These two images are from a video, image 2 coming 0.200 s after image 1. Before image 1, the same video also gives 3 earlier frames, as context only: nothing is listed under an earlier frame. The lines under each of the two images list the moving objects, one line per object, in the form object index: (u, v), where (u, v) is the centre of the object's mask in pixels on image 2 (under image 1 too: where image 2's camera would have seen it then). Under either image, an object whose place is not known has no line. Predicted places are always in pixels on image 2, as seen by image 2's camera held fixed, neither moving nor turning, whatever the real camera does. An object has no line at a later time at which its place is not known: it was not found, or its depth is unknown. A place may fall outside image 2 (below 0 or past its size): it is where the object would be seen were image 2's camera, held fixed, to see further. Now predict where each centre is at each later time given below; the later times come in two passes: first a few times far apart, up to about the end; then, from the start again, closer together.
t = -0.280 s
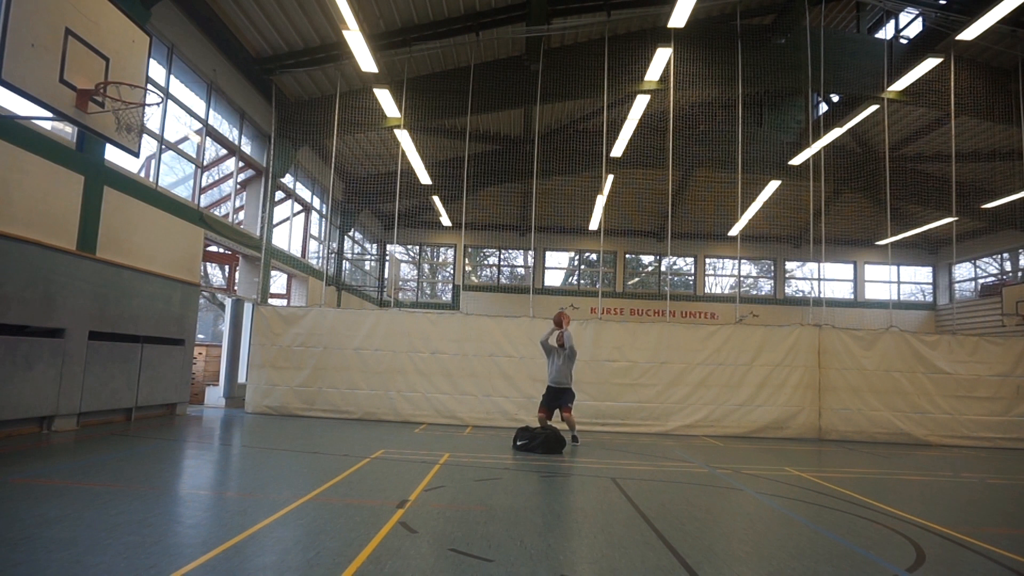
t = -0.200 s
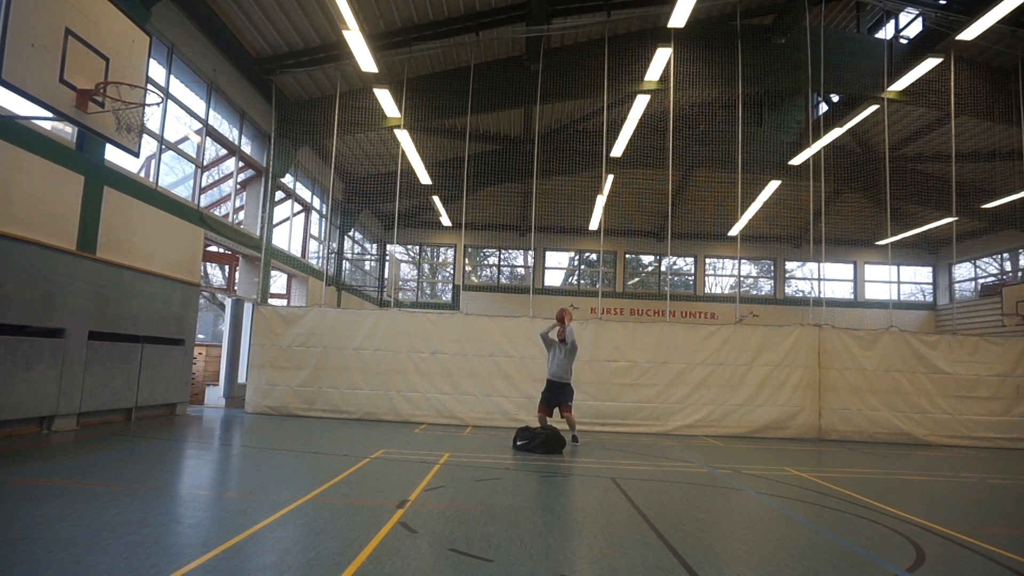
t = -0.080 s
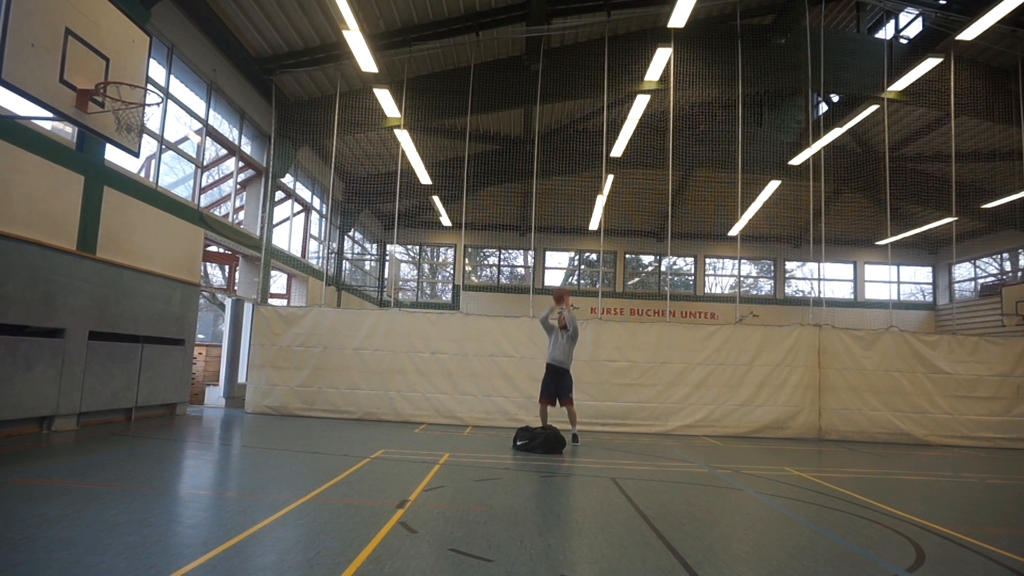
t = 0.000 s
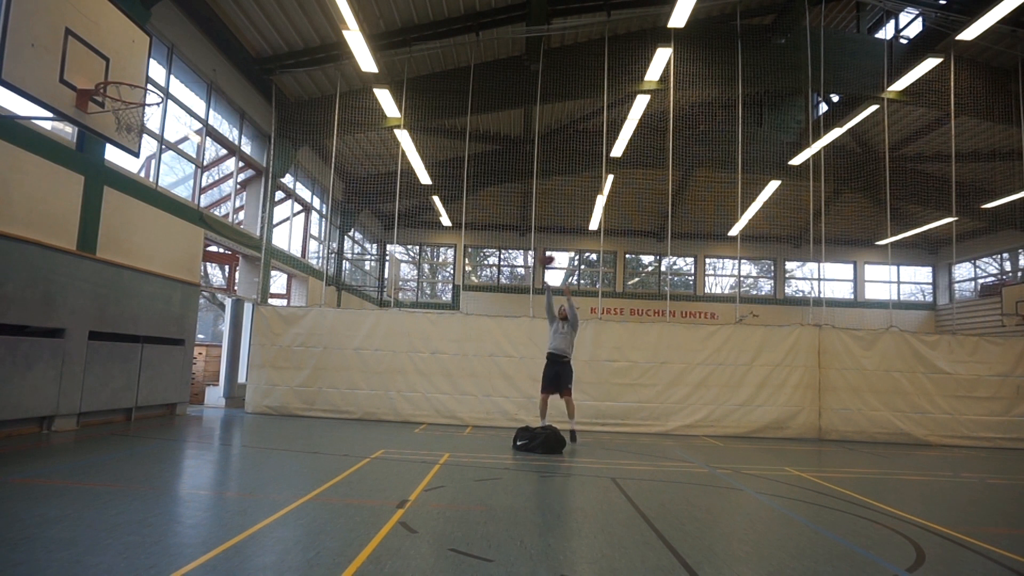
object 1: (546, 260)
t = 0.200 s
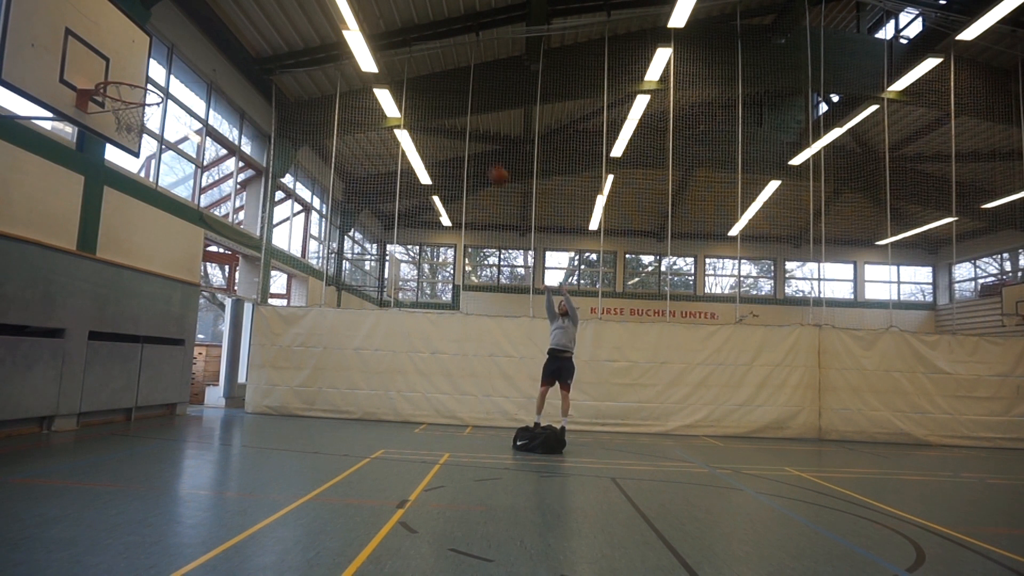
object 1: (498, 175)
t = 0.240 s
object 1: (487, 161)
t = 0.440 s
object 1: (427, 96)
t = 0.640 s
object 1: (350, 53)
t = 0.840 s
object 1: (256, 37)
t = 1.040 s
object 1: (130, 62)
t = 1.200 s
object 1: (119, 13)
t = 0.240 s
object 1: (487, 161)
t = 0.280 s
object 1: (477, 145)
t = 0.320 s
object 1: (465, 133)
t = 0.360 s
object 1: (453, 120)
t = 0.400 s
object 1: (440, 108)
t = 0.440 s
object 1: (427, 96)
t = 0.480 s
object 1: (414, 85)
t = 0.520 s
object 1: (398, 75)
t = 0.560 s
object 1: (386, 67)
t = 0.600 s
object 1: (370, 60)
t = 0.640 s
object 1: (350, 53)
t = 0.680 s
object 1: (333, 47)
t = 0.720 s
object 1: (317, 42)
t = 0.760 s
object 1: (297, 39)
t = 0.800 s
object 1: (277, 38)
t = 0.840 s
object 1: (256, 37)
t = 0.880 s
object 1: (233, 39)
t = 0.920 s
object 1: (213, 41)
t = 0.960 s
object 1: (187, 46)
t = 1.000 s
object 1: (160, 53)
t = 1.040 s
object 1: (130, 62)
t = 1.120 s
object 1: (110, 48)
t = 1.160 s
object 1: (114, 29)
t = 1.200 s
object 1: (119, 13)
